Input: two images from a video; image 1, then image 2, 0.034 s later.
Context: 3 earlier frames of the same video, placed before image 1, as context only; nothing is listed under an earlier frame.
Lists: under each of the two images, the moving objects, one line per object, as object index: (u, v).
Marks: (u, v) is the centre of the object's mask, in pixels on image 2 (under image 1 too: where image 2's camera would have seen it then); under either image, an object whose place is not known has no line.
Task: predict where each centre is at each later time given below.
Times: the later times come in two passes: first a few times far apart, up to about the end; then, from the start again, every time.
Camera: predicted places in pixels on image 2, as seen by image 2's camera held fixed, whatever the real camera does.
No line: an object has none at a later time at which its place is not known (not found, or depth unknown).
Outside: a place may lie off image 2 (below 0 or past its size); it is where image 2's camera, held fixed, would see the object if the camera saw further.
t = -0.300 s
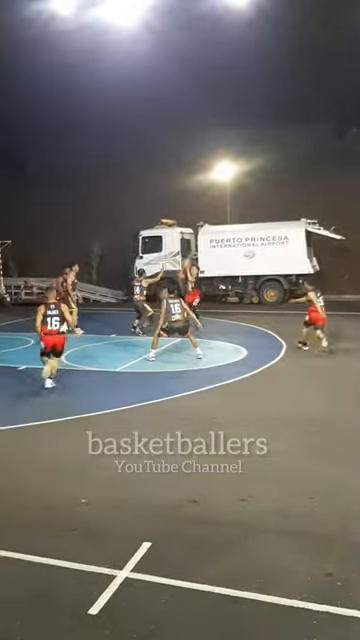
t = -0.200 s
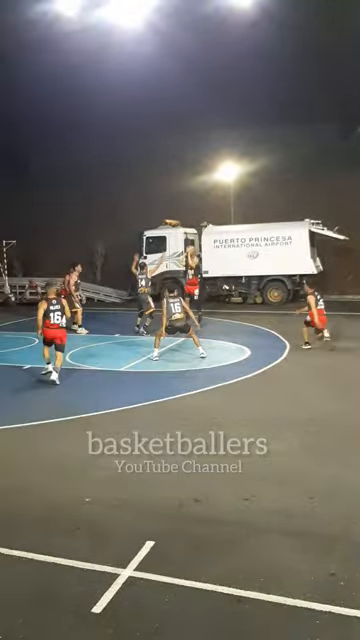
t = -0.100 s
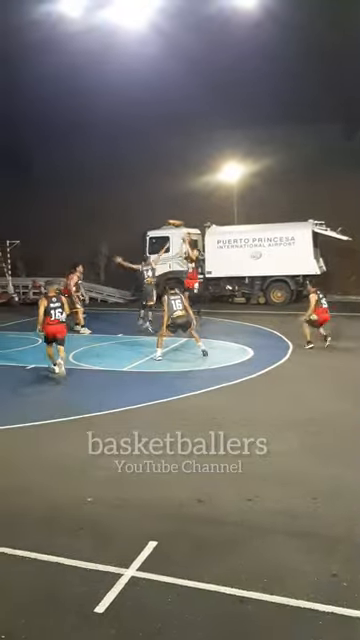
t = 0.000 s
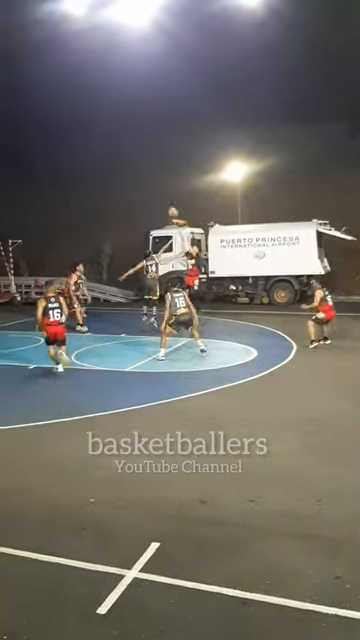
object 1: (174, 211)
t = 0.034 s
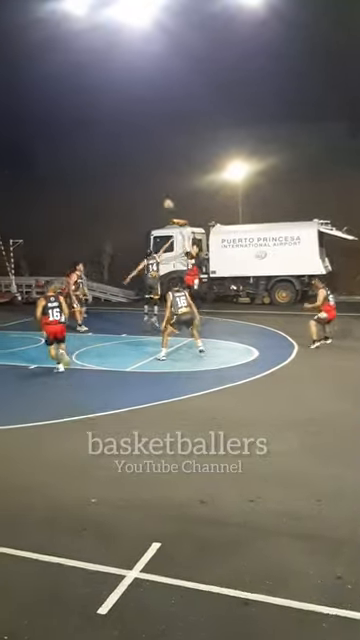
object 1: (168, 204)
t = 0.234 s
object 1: (133, 169)
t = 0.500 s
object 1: (84, 146)
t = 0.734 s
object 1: (41, 153)
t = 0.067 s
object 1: (162, 197)
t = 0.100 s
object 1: (157, 191)
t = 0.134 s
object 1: (150, 185)
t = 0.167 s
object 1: (145, 179)
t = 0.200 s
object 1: (139, 174)
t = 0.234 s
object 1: (133, 169)
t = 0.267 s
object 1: (127, 165)
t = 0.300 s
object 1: (121, 160)
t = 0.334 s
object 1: (115, 157)
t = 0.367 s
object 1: (109, 154)
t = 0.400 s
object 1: (103, 151)
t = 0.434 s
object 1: (97, 149)
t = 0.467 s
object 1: (91, 147)
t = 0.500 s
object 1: (84, 146)
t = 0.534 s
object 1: (79, 146)
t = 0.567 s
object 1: (72, 145)
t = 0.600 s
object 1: (66, 146)
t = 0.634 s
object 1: (60, 146)
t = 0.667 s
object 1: (53, 148)
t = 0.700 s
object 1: (47, 150)
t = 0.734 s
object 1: (41, 153)
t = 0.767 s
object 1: (35, 156)
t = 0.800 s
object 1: (29, 158)
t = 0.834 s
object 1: (23, 163)
